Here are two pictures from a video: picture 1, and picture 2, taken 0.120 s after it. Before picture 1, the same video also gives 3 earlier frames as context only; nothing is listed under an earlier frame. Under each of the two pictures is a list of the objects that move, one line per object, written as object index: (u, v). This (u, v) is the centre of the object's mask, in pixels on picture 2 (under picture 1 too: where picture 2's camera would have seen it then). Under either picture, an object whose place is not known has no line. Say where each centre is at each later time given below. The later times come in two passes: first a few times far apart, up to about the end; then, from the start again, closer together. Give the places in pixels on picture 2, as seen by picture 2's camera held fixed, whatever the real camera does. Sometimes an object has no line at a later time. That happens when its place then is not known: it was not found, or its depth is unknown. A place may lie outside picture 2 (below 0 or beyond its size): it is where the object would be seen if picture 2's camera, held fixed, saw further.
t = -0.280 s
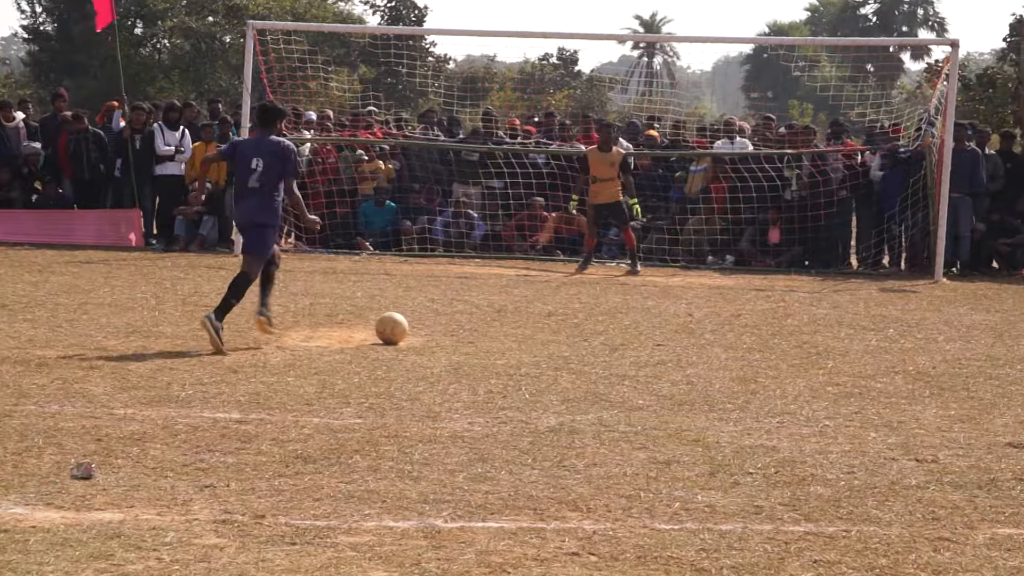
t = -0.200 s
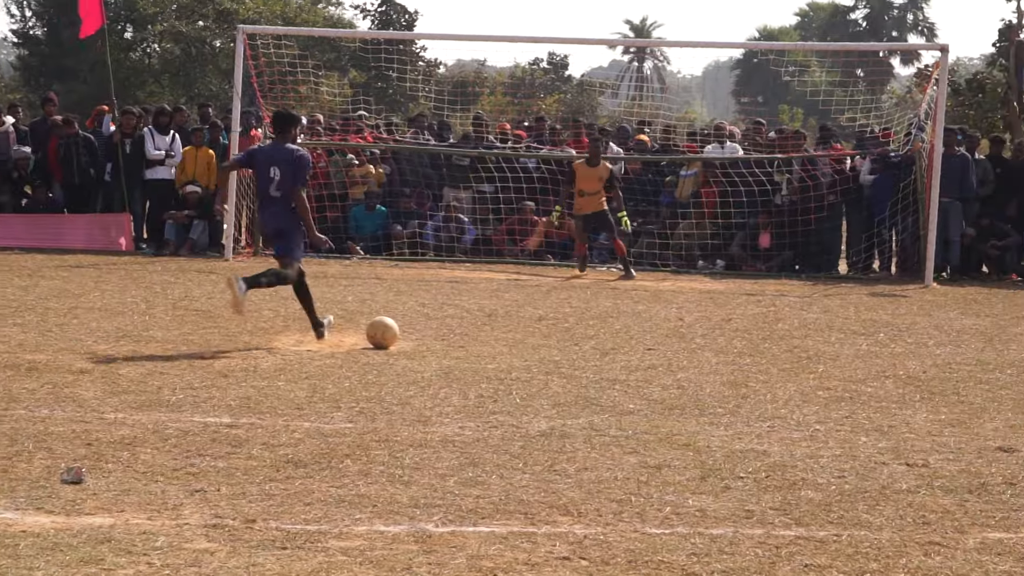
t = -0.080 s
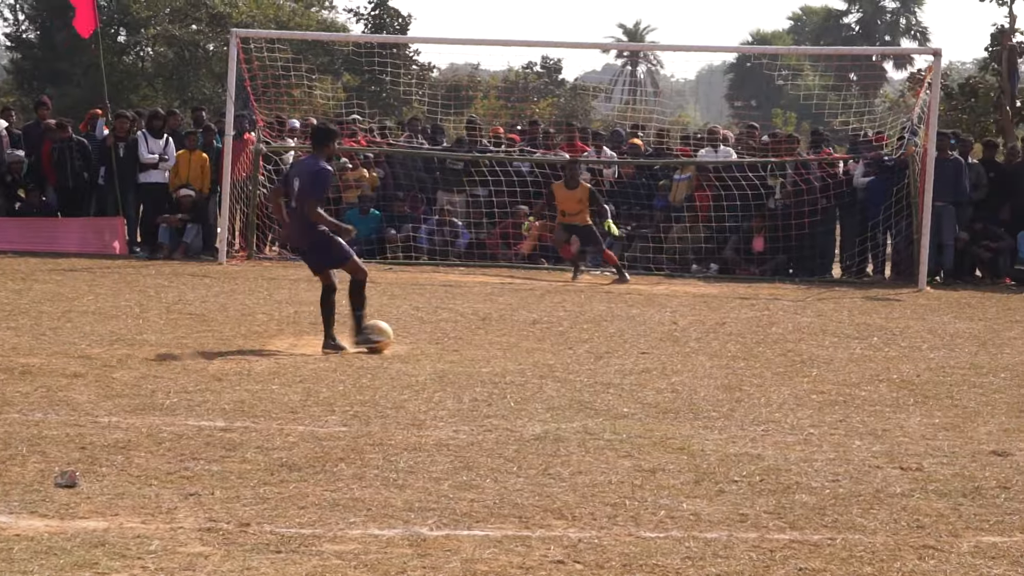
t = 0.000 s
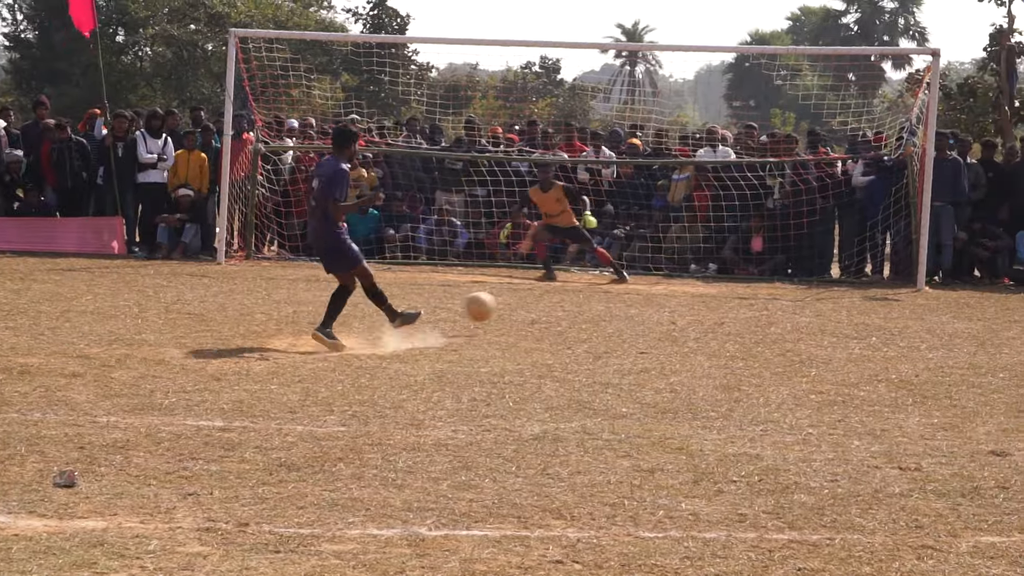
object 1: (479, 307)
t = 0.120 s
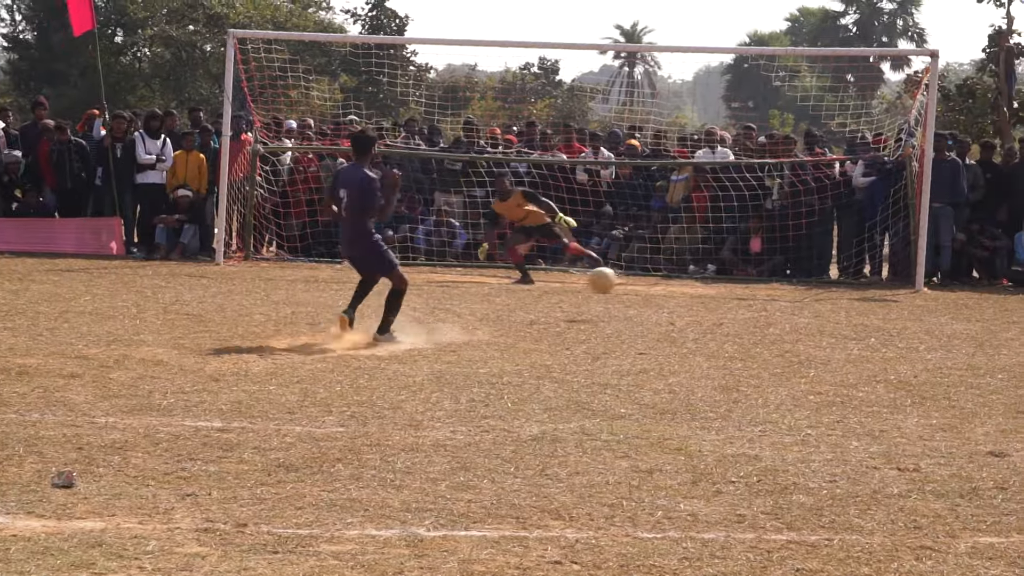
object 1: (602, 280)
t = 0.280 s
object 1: (711, 274)
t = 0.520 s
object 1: (806, 254)
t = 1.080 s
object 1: (831, 214)
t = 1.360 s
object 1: (819, 258)
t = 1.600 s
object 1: (820, 223)
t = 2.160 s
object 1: (801, 256)
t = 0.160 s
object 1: (635, 278)
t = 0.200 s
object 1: (664, 275)
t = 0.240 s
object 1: (690, 273)
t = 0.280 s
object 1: (711, 274)
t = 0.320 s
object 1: (732, 274)
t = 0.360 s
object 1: (752, 277)
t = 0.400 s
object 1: (772, 283)
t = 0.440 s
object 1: (786, 277)
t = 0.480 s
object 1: (796, 265)
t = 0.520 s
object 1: (806, 254)
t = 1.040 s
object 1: (832, 204)
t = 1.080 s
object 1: (831, 214)
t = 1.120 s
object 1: (830, 224)
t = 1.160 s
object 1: (828, 235)
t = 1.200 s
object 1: (826, 248)
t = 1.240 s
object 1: (824, 262)
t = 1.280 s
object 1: (821, 278)
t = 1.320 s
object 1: (820, 273)
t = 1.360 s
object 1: (819, 258)
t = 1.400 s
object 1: (820, 249)
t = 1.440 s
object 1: (820, 240)
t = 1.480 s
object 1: (821, 233)
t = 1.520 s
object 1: (821, 228)
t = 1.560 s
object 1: (821, 225)
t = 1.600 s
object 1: (820, 223)
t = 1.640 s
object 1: (820, 223)
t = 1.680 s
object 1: (821, 221)
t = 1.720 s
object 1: (821, 222)
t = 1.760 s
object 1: (822, 226)
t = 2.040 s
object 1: (815, 274)
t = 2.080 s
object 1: (810, 266)
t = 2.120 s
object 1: (805, 260)
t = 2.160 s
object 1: (801, 256)
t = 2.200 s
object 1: (796, 252)
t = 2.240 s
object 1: (792, 250)
